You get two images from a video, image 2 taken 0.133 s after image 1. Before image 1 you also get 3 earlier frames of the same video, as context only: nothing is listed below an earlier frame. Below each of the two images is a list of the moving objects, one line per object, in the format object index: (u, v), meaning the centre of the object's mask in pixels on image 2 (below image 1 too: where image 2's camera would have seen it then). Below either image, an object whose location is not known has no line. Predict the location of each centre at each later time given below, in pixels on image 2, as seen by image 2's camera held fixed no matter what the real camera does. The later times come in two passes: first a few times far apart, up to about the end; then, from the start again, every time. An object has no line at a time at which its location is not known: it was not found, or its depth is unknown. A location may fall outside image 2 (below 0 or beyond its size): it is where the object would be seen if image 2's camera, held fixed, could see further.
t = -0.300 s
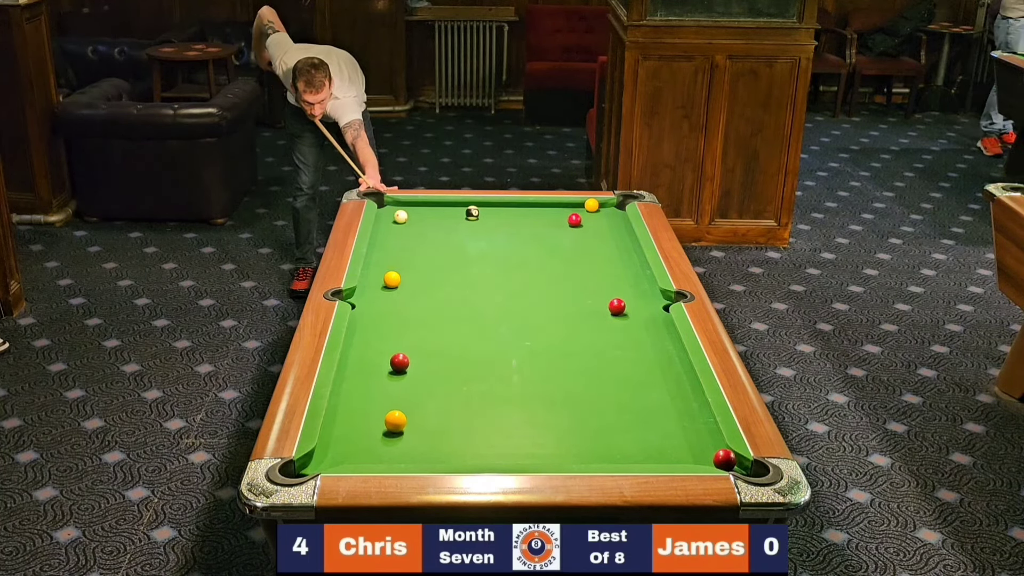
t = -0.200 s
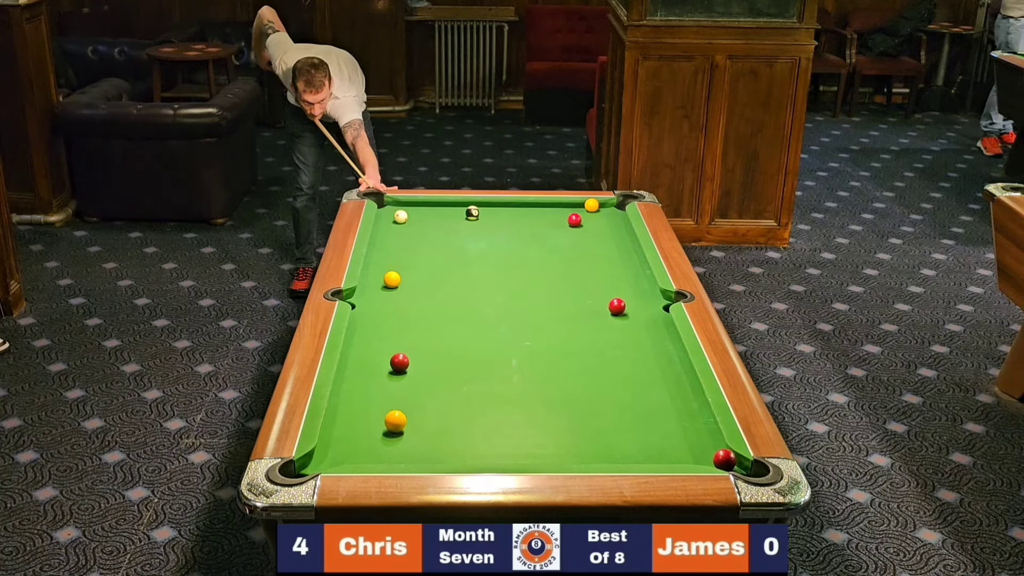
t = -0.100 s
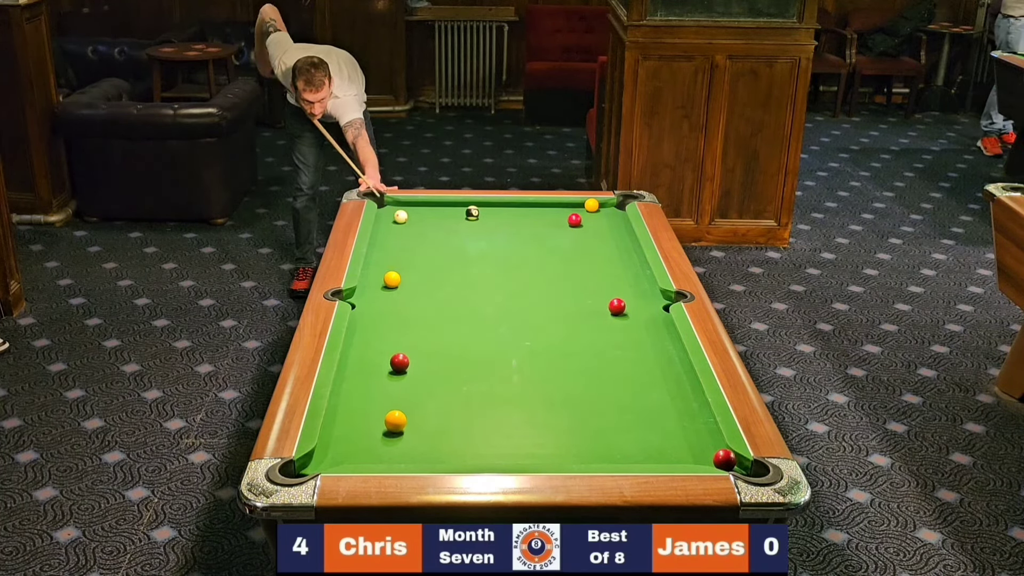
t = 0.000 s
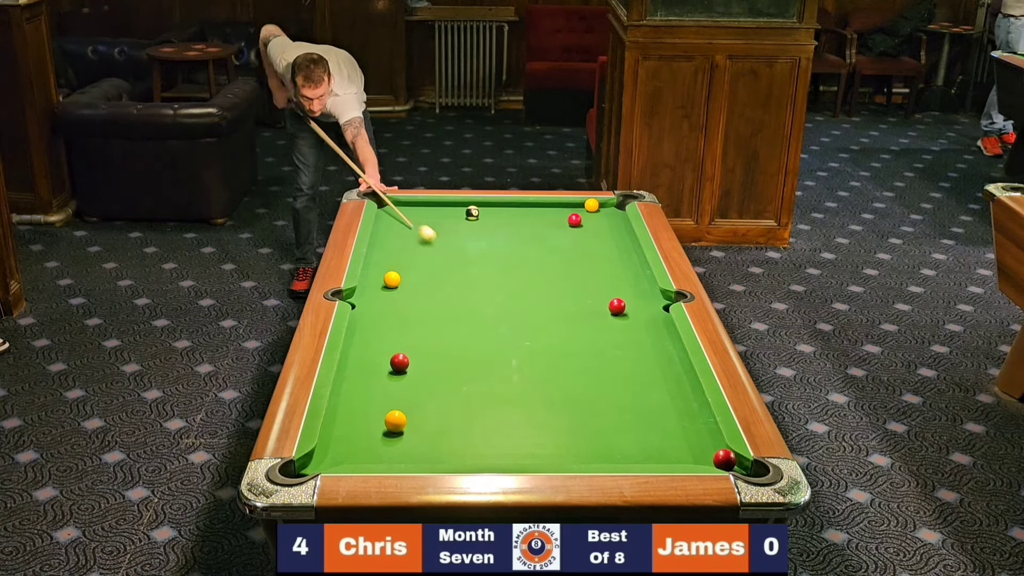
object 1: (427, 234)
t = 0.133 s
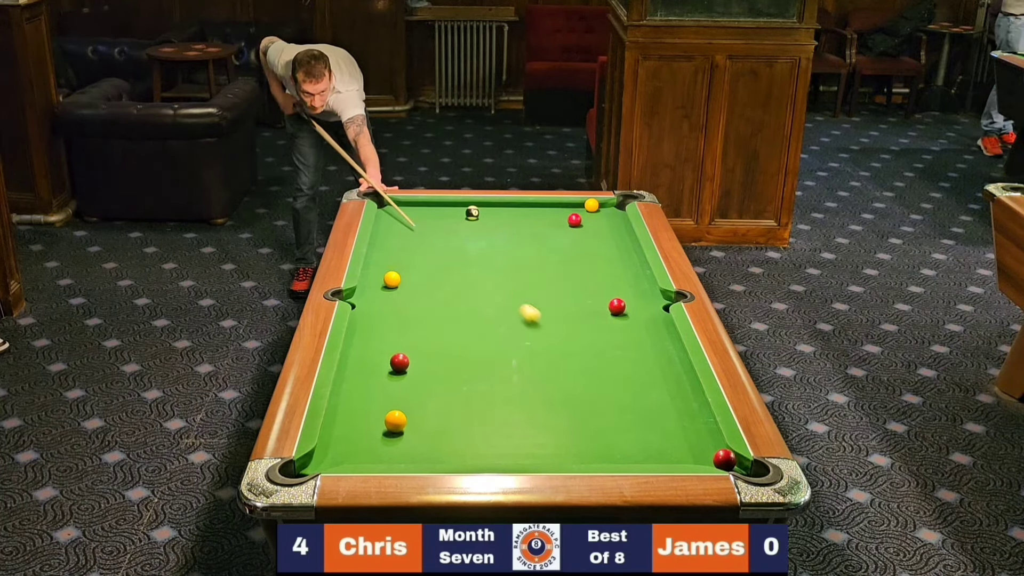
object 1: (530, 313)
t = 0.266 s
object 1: (673, 422)
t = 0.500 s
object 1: (694, 448)
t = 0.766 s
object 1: (682, 448)
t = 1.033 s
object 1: (673, 447)
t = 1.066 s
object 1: (672, 447)
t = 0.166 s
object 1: (561, 337)
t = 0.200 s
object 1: (596, 363)
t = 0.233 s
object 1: (632, 391)
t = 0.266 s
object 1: (673, 422)
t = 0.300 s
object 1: (708, 450)
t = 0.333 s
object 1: (704, 449)
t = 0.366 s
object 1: (701, 449)
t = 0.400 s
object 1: (699, 449)
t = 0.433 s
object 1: (697, 449)
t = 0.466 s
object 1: (696, 448)
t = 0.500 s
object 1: (694, 448)
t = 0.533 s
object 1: (693, 448)
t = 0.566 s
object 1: (691, 449)
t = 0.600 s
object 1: (689, 448)
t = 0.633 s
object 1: (688, 448)
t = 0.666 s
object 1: (686, 448)
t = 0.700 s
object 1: (685, 448)
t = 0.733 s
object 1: (683, 448)
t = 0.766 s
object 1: (682, 448)
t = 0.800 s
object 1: (681, 448)
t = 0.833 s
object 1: (680, 448)
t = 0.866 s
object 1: (678, 448)
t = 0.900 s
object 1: (677, 447)
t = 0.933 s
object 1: (676, 447)
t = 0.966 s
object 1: (675, 447)
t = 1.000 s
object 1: (674, 447)
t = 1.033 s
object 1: (673, 447)
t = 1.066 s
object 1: (672, 447)
